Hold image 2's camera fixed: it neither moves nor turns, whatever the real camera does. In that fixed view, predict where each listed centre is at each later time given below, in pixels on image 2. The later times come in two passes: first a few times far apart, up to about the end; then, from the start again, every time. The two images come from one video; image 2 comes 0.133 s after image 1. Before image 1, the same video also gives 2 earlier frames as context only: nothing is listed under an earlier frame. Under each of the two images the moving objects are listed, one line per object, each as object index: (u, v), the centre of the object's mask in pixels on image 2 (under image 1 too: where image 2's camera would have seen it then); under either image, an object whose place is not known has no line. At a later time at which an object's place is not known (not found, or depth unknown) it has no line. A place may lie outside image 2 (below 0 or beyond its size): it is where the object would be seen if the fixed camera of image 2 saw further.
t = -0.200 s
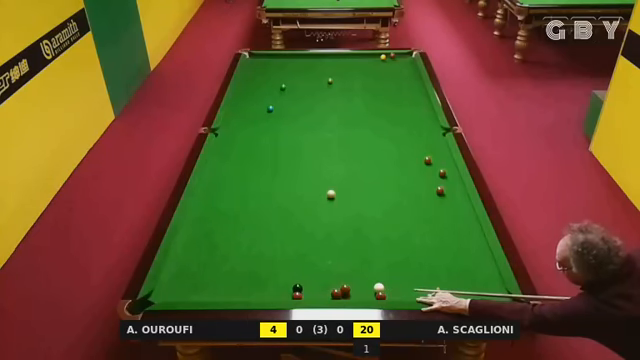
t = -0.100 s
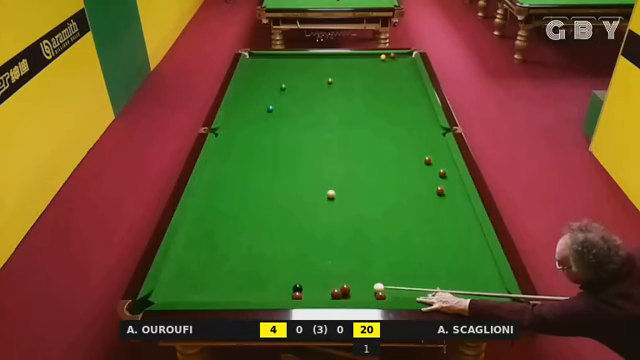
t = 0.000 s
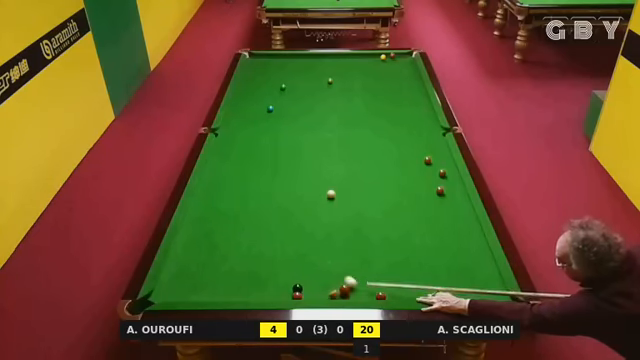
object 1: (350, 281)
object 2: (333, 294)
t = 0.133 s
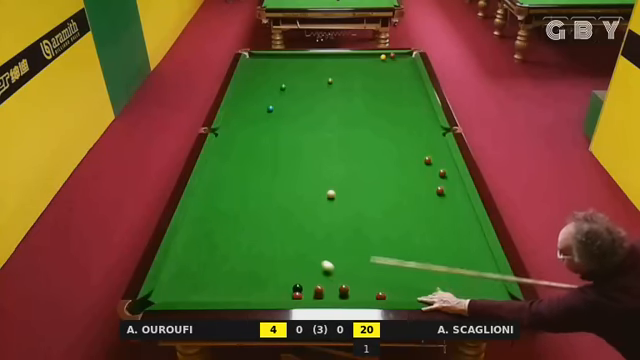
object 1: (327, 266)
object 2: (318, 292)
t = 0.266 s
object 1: (303, 253)
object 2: (308, 285)
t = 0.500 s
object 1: (266, 232)
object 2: (290, 273)
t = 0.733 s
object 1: (233, 214)
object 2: (273, 263)
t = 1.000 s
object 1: (199, 196)
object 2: (256, 253)
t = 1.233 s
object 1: (220, 185)
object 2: (243, 245)
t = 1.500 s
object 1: (246, 175)
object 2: (228, 237)
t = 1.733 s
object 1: (266, 167)
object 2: (217, 230)
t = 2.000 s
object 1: (287, 158)
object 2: (205, 223)
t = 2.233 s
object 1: (304, 152)
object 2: (195, 218)
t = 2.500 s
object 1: (322, 144)
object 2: (190, 214)
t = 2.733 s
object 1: (336, 138)
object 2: (197, 211)
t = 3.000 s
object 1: (351, 132)
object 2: (205, 208)
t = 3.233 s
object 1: (364, 128)
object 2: (210, 206)
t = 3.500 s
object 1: (376, 123)
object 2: (215, 204)
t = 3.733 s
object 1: (387, 118)
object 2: (219, 203)
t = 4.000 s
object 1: (398, 114)
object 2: (222, 202)
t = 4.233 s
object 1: (407, 111)
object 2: (224, 202)
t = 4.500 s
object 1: (416, 107)
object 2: (225, 201)
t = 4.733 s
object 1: (424, 105)
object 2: (225, 201)
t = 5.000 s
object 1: (426, 102)
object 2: (225, 201)
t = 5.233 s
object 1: (421, 101)
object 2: (225, 201)
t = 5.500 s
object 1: (415, 99)
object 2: (225, 201)
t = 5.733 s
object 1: (411, 98)
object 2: (225, 201)
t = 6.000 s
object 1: (408, 97)
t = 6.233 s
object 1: (405, 97)
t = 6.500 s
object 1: (403, 96)
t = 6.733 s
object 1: (401, 96)
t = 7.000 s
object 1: (400, 96)
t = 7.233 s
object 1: (400, 96)
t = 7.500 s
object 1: (400, 96)
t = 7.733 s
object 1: (400, 96)
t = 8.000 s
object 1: (400, 96)
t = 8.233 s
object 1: (400, 96)
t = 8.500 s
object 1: (400, 96)
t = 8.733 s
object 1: (400, 96)
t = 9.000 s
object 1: (400, 96)
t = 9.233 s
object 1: (400, 96)
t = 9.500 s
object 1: (400, 96)
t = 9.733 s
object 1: (400, 96)
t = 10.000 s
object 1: (400, 96)
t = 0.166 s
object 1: (321, 263)
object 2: (315, 290)
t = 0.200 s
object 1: (315, 259)
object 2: (313, 288)
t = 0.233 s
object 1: (309, 256)
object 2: (310, 286)
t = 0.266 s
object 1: (303, 253)
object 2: (308, 285)
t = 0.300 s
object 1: (298, 250)
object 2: (305, 282)
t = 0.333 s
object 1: (292, 247)
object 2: (303, 281)
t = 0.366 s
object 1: (287, 244)
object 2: (300, 279)
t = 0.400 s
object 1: (281, 241)
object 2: (298, 277)
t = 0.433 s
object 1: (276, 238)
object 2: (295, 276)
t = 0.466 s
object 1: (271, 235)
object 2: (292, 275)
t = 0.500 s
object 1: (266, 232)
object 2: (290, 273)
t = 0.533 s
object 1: (261, 230)
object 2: (287, 271)
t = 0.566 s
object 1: (256, 227)
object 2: (285, 270)
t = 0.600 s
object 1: (251, 224)
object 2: (282, 269)
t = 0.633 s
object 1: (246, 222)
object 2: (280, 267)
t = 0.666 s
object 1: (242, 219)
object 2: (278, 266)
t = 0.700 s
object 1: (237, 217)
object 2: (276, 265)
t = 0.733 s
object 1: (233, 214)
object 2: (273, 263)
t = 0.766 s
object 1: (228, 212)
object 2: (271, 262)
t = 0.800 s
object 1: (224, 209)
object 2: (269, 261)
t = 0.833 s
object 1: (219, 207)
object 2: (267, 259)
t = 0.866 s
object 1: (215, 205)
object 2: (265, 258)
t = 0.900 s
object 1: (211, 202)
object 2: (262, 257)
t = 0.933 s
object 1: (207, 200)
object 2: (260, 255)
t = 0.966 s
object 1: (203, 198)
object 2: (258, 254)
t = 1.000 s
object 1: (199, 196)
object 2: (256, 253)
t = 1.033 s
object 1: (197, 194)
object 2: (254, 252)
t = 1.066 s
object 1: (202, 192)
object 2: (252, 250)
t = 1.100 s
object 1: (206, 191)
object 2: (250, 249)
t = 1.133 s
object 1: (209, 190)
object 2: (248, 248)
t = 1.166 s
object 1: (213, 188)
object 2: (246, 247)
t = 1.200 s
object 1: (217, 187)
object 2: (245, 246)
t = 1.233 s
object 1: (220, 185)
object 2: (243, 245)
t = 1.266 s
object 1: (223, 184)
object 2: (241, 244)
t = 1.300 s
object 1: (227, 183)
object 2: (239, 243)
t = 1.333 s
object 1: (230, 181)
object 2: (237, 242)
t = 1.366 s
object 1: (233, 180)
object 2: (235, 240)
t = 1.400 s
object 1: (236, 179)
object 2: (233, 240)
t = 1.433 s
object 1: (240, 178)
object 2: (232, 238)
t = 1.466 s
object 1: (243, 176)
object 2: (230, 237)
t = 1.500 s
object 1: (246, 175)
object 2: (228, 237)
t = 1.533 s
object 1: (249, 174)
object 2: (226, 235)
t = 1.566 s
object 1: (252, 173)
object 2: (225, 235)
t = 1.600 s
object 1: (255, 171)
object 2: (223, 234)
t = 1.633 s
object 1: (258, 170)
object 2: (221, 233)
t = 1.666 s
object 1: (261, 169)
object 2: (220, 232)
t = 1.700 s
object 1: (263, 168)
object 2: (218, 231)
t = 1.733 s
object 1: (266, 167)
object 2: (217, 230)
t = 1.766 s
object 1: (269, 166)
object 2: (215, 229)
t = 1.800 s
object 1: (272, 165)
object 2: (214, 228)
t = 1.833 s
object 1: (274, 163)
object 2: (212, 228)
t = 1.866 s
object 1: (277, 163)
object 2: (211, 227)
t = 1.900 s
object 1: (280, 161)
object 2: (209, 226)
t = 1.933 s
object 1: (282, 160)
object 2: (208, 225)
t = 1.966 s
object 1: (285, 160)
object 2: (206, 224)
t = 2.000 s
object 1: (287, 158)
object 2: (205, 223)
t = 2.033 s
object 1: (290, 157)
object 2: (203, 223)
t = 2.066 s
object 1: (292, 156)
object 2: (202, 222)
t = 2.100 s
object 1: (295, 155)
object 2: (200, 221)
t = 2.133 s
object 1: (297, 154)
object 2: (199, 221)
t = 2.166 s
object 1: (299, 153)
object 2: (198, 220)
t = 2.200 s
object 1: (302, 152)
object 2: (196, 219)
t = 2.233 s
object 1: (304, 152)
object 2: (195, 218)
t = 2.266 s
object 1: (306, 151)
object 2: (193, 218)
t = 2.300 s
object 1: (309, 150)
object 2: (192, 217)
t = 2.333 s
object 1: (311, 149)
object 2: (191, 217)
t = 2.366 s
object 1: (313, 148)
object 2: (190, 216)
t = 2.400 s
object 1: (315, 147)
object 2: (188, 215)
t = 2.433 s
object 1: (318, 146)
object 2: (188, 214)
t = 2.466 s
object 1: (320, 145)
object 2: (189, 214)
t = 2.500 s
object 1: (322, 144)
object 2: (190, 214)
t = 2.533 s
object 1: (324, 144)
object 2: (191, 214)
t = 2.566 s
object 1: (326, 143)
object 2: (192, 213)
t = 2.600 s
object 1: (328, 142)
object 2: (193, 213)
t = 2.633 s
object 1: (330, 141)
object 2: (194, 212)
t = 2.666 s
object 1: (332, 140)
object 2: (195, 211)
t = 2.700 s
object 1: (334, 139)
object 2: (196, 211)
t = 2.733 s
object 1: (336, 138)
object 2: (197, 211)
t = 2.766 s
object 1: (339, 138)
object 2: (198, 211)
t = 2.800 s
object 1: (340, 137)
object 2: (199, 210)
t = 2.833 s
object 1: (342, 136)
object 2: (200, 209)
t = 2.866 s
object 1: (344, 135)
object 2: (202, 209)
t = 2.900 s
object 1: (346, 135)
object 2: (202, 209)
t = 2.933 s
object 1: (348, 134)
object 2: (203, 208)
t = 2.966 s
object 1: (350, 133)
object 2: (204, 208)
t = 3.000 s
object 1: (351, 132)
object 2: (205, 208)
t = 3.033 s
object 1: (353, 132)
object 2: (206, 207)
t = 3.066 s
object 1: (355, 131)
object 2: (207, 207)
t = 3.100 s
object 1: (357, 130)
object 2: (207, 207)
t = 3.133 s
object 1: (359, 129)
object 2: (208, 207)
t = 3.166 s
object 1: (360, 129)
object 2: (209, 206)
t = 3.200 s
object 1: (362, 128)
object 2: (210, 206)
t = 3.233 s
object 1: (364, 128)
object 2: (210, 206)
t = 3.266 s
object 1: (365, 127)
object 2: (211, 205)
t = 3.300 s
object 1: (367, 126)
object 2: (212, 205)
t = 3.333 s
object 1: (369, 125)
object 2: (213, 205)
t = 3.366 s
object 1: (370, 125)
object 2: (213, 205)
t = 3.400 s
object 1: (372, 124)
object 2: (214, 204)
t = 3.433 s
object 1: (374, 124)
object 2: (214, 204)
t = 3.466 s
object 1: (375, 123)
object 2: (215, 204)
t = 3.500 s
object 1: (376, 123)
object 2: (215, 204)
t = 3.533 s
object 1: (378, 122)
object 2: (216, 203)
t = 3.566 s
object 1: (379, 121)
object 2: (217, 203)
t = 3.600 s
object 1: (381, 121)
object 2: (217, 203)
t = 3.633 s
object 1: (382, 120)
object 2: (218, 203)
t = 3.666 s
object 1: (384, 120)
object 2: (218, 203)
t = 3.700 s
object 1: (385, 119)
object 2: (219, 203)
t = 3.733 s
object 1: (387, 118)
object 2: (219, 203)
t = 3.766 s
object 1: (388, 118)
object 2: (220, 203)
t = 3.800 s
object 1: (390, 117)
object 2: (220, 202)
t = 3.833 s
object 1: (391, 117)
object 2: (220, 202)
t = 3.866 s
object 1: (393, 116)
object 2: (221, 202)
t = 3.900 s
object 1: (394, 116)
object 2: (221, 202)
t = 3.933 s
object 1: (395, 115)
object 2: (222, 202)
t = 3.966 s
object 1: (397, 115)
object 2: (222, 202)
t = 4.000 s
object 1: (398, 114)
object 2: (222, 202)
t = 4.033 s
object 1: (399, 114)
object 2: (222, 202)
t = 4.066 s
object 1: (401, 113)
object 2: (223, 202)
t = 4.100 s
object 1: (402, 113)
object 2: (223, 202)
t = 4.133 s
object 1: (403, 112)
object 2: (223, 202)
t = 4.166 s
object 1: (404, 112)
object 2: (224, 202)
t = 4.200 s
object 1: (405, 111)
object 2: (224, 202)
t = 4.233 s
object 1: (407, 111)
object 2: (224, 202)
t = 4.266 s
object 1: (408, 110)
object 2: (224, 201)
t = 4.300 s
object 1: (409, 110)
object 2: (224, 201)
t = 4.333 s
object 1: (410, 109)
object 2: (224, 201)
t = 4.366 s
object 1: (412, 109)
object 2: (225, 201)
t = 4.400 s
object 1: (413, 109)
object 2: (225, 201)
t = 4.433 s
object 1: (414, 108)
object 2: (225, 201)
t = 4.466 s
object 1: (415, 108)
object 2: (225, 201)
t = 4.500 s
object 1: (416, 107)
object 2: (225, 201)
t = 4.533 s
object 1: (417, 107)
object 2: (225, 201)
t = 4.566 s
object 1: (418, 107)
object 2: (225, 201)
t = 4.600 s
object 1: (420, 106)
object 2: (225, 201)
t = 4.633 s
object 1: (420, 106)
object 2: (225, 201)
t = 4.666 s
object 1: (422, 105)
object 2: (225, 201)
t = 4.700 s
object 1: (423, 105)
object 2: (225, 201)
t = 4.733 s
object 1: (424, 105)
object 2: (225, 201)
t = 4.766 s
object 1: (425, 104)
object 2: (225, 201)
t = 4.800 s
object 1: (426, 104)
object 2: (225, 201)
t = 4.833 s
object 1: (427, 103)
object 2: (225, 201)
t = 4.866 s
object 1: (428, 103)
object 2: (225, 201)
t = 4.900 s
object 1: (428, 103)
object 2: (225, 201)
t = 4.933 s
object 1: (427, 103)
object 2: (225, 201)
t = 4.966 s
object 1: (427, 102)
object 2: (225, 201)
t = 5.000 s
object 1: (426, 102)
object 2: (225, 201)
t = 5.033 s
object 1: (425, 102)
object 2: (225, 201)
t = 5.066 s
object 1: (424, 102)
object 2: (225, 201)
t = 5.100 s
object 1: (424, 101)
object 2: (225, 201)
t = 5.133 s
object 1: (423, 101)
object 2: (225, 201)
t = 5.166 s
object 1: (422, 101)
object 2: (225, 201)
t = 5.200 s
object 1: (421, 101)
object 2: (225, 201)
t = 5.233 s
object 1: (421, 101)
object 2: (225, 201)
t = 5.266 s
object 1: (420, 100)
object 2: (225, 201)
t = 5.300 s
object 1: (419, 100)
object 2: (225, 201)
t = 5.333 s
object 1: (419, 100)
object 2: (225, 201)
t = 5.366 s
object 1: (418, 100)
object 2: (225, 201)
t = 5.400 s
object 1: (417, 100)
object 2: (225, 201)
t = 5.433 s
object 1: (417, 100)
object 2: (225, 201)
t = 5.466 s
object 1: (416, 99)
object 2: (225, 201)
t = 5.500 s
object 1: (415, 99)
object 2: (225, 201)
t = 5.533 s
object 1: (415, 99)
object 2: (225, 201)
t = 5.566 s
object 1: (414, 99)
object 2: (225, 201)
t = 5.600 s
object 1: (414, 99)
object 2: (225, 201)
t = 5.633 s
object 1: (413, 99)
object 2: (225, 201)
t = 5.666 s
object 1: (413, 99)
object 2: (225, 201)
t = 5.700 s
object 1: (412, 98)
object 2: (225, 201)
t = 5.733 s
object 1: (411, 98)
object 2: (225, 201)
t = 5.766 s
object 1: (411, 98)
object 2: (225, 201)
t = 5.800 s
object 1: (411, 98)
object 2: (225, 201)
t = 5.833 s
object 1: (410, 98)
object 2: (225, 201)
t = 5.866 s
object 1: (410, 98)
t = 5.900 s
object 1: (409, 98)
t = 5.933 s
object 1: (409, 97)
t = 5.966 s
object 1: (408, 97)
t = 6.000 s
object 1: (408, 97)
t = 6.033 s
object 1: (407, 97)
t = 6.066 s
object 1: (407, 97)
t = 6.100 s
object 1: (407, 97)
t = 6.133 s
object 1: (406, 97)
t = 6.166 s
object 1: (406, 97)
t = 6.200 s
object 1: (406, 97)
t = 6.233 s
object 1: (405, 97)
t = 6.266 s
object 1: (405, 97)
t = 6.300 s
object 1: (404, 96)
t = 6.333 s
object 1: (404, 97)
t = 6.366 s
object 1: (404, 96)
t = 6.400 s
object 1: (404, 96)
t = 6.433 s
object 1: (403, 96)
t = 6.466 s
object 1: (403, 96)
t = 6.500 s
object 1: (403, 96)
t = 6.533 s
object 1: (403, 96)
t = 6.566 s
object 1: (402, 96)
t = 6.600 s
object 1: (402, 96)
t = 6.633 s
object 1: (402, 96)
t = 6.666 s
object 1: (402, 96)
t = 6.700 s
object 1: (401, 96)
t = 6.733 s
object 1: (401, 96)
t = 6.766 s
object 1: (401, 96)
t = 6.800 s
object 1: (401, 96)
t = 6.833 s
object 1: (401, 96)
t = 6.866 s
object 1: (401, 96)
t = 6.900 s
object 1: (401, 96)
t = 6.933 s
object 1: (401, 96)
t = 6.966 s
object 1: (401, 96)
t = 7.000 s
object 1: (400, 96)
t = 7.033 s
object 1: (400, 96)
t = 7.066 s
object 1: (400, 96)
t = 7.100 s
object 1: (400, 96)
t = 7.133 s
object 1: (400, 96)
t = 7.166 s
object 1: (400, 96)
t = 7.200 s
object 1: (400, 96)
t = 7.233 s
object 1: (400, 96)
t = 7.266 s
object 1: (400, 96)
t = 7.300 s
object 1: (400, 96)
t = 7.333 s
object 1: (400, 96)
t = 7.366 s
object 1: (400, 96)
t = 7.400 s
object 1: (400, 96)
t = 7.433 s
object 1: (400, 96)
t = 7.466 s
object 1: (400, 96)
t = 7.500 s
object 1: (400, 96)
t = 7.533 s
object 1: (400, 96)
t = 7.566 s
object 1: (400, 96)
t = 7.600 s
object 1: (400, 96)
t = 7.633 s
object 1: (400, 96)
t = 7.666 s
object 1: (400, 96)
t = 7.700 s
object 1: (400, 96)
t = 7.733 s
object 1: (400, 96)
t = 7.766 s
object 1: (400, 96)
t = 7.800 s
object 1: (400, 96)
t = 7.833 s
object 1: (400, 96)
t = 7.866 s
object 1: (400, 96)
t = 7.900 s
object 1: (400, 96)
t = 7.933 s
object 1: (400, 96)
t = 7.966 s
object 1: (400, 96)
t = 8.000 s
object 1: (400, 96)
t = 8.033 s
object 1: (400, 96)
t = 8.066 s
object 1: (400, 96)
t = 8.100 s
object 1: (400, 96)
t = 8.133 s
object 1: (400, 96)
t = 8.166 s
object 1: (400, 96)
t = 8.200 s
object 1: (400, 95)
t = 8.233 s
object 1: (400, 96)
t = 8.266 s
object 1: (400, 96)
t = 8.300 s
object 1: (400, 96)
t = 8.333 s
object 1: (400, 96)
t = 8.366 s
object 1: (400, 96)
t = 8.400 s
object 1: (400, 96)
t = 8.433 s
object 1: (400, 96)
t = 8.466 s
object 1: (400, 96)
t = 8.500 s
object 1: (400, 96)
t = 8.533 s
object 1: (400, 96)
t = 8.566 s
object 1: (400, 96)
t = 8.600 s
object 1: (400, 96)
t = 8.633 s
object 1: (400, 96)
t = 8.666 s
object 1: (400, 96)
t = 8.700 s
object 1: (400, 96)
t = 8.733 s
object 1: (400, 96)
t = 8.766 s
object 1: (400, 96)
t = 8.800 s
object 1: (400, 96)
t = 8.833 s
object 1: (400, 96)
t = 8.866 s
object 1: (400, 96)
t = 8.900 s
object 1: (400, 96)
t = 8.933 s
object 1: (400, 96)
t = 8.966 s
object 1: (400, 96)
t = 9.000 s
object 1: (400, 96)
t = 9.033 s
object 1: (400, 96)
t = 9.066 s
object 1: (400, 96)
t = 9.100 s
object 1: (400, 96)
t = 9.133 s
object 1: (400, 96)
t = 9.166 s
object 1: (400, 96)
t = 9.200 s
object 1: (400, 96)
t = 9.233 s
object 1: (400, 96)
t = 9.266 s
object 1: (400, 96)
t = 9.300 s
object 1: (400, 96)
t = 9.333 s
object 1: (400, 96)
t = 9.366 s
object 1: (400, 96)
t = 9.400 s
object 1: (400, 96)
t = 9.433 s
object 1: (400, 96)
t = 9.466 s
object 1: (400, 96)
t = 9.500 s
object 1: (400, 96)
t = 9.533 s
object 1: (400, 96)
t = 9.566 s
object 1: (400, 96)
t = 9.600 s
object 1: (400, 96)
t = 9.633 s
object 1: (400, 96)
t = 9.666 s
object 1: (400, 96)
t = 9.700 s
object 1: (400, 96)
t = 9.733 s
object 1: (400, 96)
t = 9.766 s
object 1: (400, 96)
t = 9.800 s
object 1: (400, 96)
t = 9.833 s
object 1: (400, 96)
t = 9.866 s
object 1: (400, 96)
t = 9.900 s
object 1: (400, 96)
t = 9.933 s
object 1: (400, 96)
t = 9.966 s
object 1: (400, 96)
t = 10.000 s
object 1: (400, 96)
